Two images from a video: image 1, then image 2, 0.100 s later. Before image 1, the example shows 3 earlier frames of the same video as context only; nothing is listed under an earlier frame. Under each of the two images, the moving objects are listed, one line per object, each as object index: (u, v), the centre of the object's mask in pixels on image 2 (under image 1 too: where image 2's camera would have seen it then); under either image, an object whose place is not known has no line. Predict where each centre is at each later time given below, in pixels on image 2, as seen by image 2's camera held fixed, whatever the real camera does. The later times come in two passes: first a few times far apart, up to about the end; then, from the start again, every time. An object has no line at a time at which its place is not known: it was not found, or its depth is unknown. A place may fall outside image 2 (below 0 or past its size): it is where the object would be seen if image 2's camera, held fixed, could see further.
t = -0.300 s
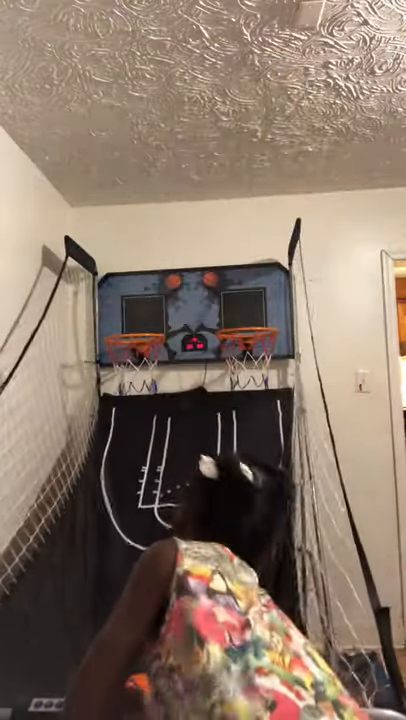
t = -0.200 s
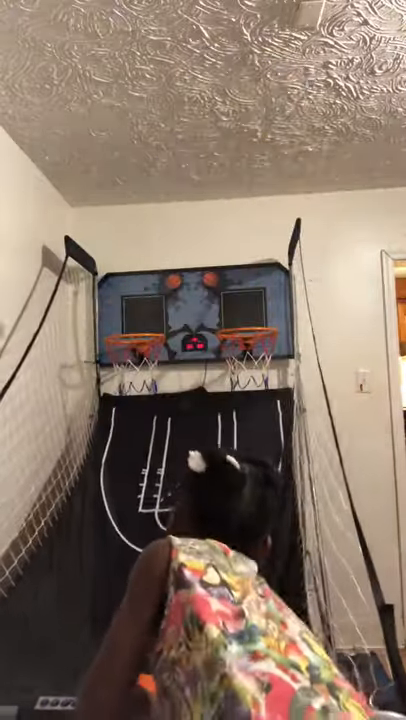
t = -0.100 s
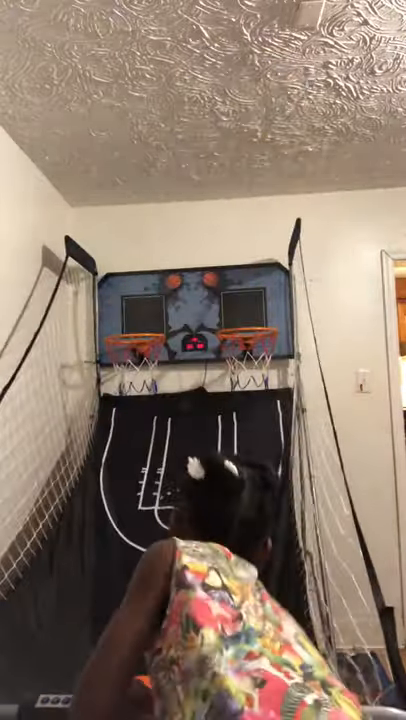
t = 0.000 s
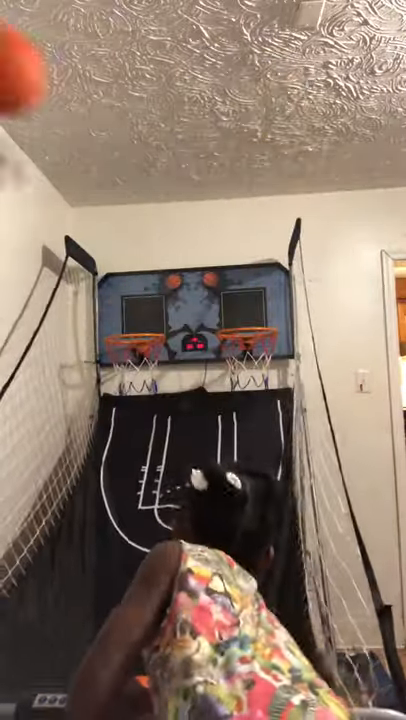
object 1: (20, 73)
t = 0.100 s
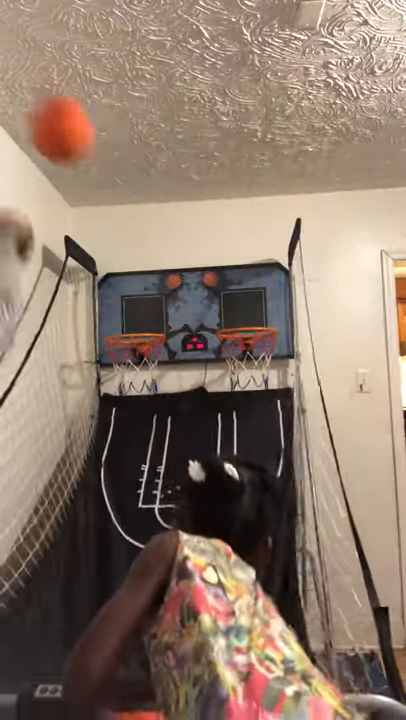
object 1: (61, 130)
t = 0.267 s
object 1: (114, 233)
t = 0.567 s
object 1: (106, 392)
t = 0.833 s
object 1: (92, 460)
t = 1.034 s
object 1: (108, 544)
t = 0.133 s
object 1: (74, 149)
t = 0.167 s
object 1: (87, 169)
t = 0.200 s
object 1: (97, 190)
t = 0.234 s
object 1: (106, 211)
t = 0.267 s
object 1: (114, 233)
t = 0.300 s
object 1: (122, 252)
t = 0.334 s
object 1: (129, 276)
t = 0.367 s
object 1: (137, 297)
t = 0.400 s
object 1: (142, 315)
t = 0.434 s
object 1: (144, 337)
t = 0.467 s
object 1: (142, 349)
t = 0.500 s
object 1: (127, 364)
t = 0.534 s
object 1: (116, 375)
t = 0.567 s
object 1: (106, 392)
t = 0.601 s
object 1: (97, 408)
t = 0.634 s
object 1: (88, 424)
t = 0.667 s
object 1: (84, 430)
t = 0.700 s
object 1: (83, 433)
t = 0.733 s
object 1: (84, 435)
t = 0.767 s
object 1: (85, 441)
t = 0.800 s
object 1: (85, 444)
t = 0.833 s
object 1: (92, 460)
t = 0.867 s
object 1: (94, 474)
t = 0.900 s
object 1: (98, 488)
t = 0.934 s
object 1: (102, 505)
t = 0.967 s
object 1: (108, 524)
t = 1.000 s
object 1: (113, 540)
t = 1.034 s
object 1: (108, 544)
